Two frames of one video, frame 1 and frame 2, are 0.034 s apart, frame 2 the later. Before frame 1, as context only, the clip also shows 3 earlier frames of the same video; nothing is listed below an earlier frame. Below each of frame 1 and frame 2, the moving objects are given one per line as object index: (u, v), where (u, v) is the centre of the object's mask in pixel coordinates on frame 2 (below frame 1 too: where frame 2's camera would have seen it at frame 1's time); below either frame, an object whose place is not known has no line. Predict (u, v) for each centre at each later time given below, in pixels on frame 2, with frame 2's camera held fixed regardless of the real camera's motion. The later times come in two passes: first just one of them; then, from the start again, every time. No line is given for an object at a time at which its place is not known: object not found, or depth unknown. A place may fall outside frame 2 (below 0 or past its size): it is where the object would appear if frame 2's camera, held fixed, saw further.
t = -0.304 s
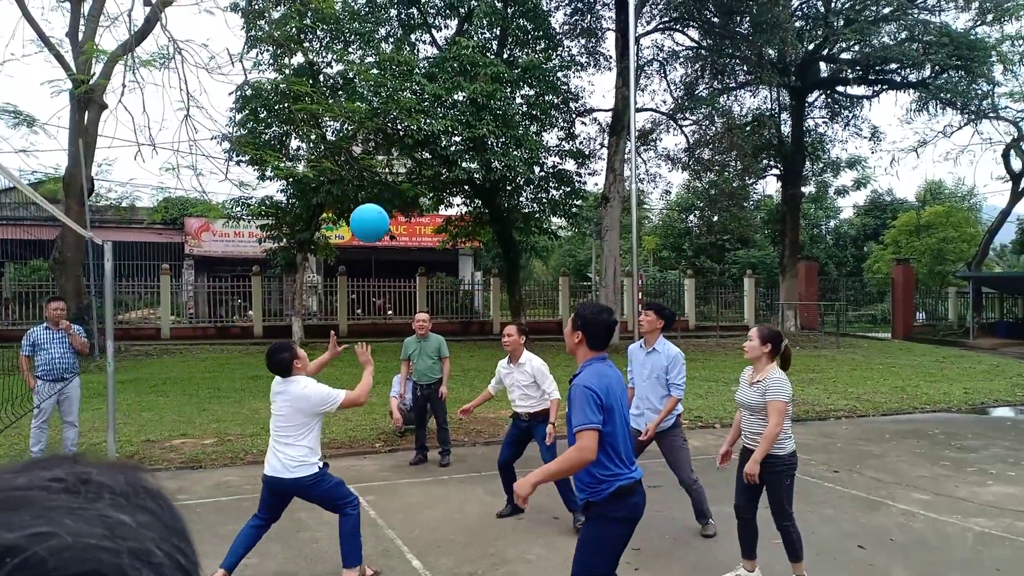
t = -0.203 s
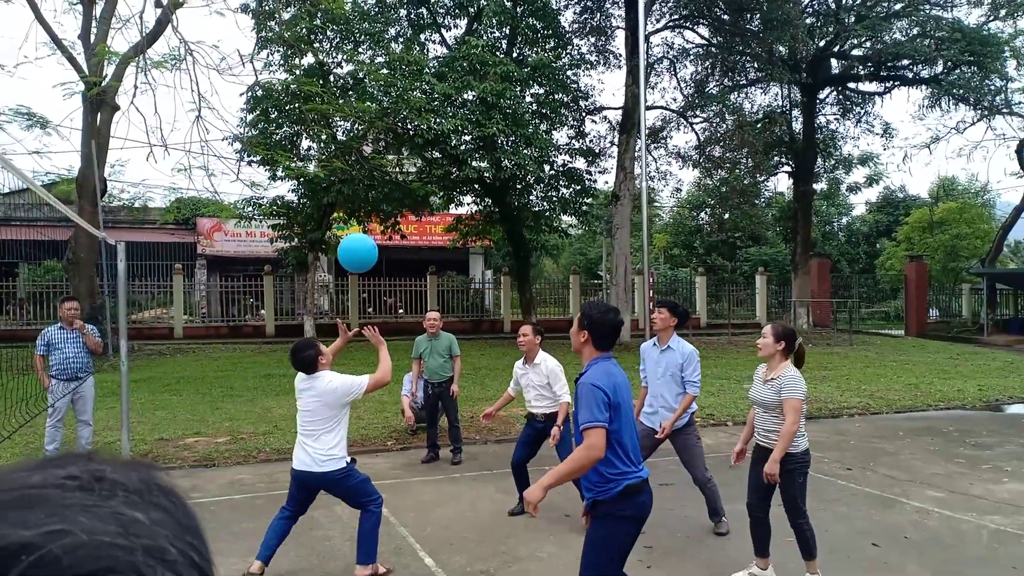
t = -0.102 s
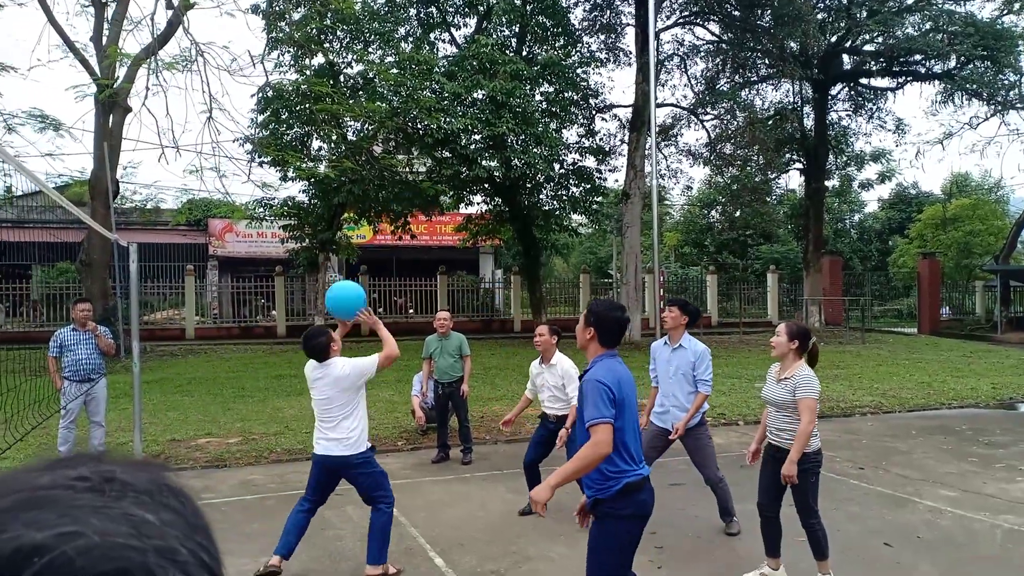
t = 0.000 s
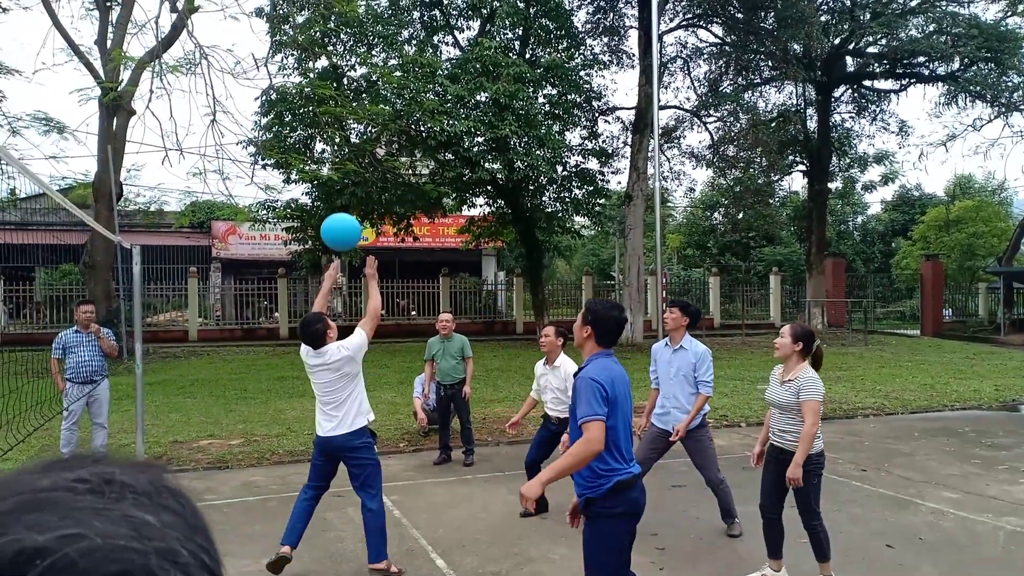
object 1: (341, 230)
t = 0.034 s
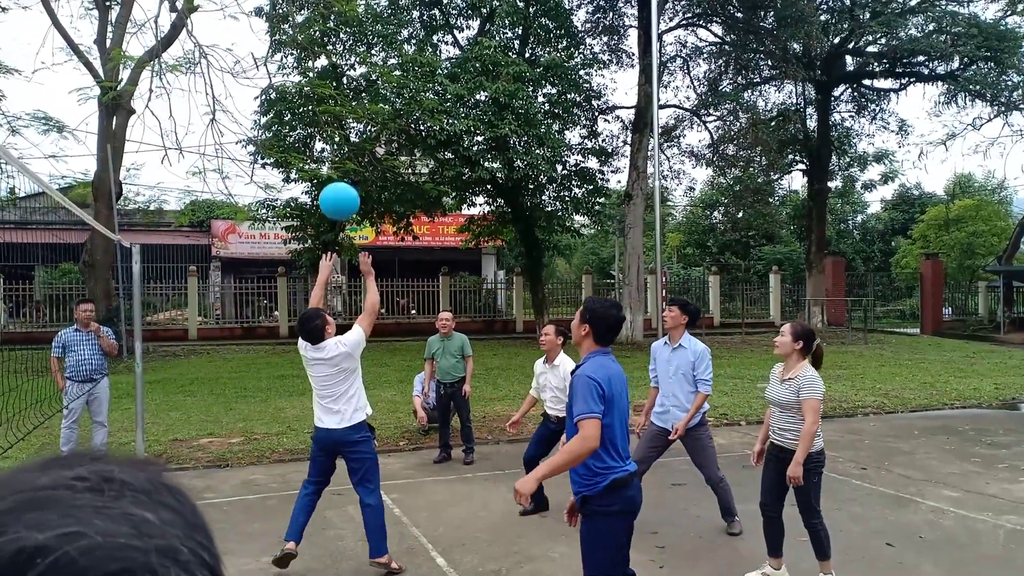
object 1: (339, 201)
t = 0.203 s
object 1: (333, 84)
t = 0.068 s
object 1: (337, 173)
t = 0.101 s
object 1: (336, 148)
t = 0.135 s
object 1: (335, 124)
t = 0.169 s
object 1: (334, 103)
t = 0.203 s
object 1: (333, 84)
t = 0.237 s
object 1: (332, 66)
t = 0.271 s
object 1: (332, 51)
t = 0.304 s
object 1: (331, 39)
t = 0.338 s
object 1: (331, 27)
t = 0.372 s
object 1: (331, 18)
